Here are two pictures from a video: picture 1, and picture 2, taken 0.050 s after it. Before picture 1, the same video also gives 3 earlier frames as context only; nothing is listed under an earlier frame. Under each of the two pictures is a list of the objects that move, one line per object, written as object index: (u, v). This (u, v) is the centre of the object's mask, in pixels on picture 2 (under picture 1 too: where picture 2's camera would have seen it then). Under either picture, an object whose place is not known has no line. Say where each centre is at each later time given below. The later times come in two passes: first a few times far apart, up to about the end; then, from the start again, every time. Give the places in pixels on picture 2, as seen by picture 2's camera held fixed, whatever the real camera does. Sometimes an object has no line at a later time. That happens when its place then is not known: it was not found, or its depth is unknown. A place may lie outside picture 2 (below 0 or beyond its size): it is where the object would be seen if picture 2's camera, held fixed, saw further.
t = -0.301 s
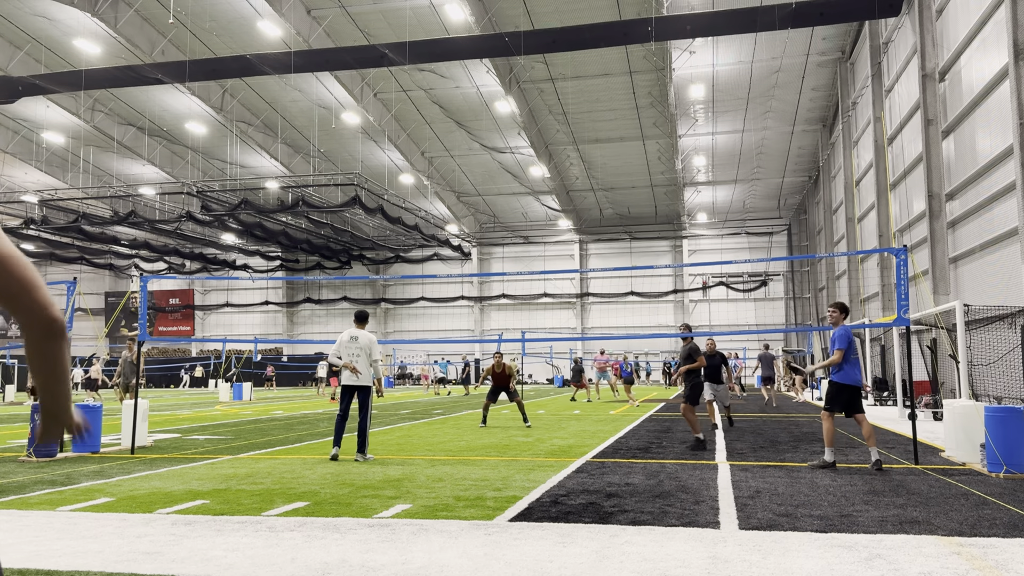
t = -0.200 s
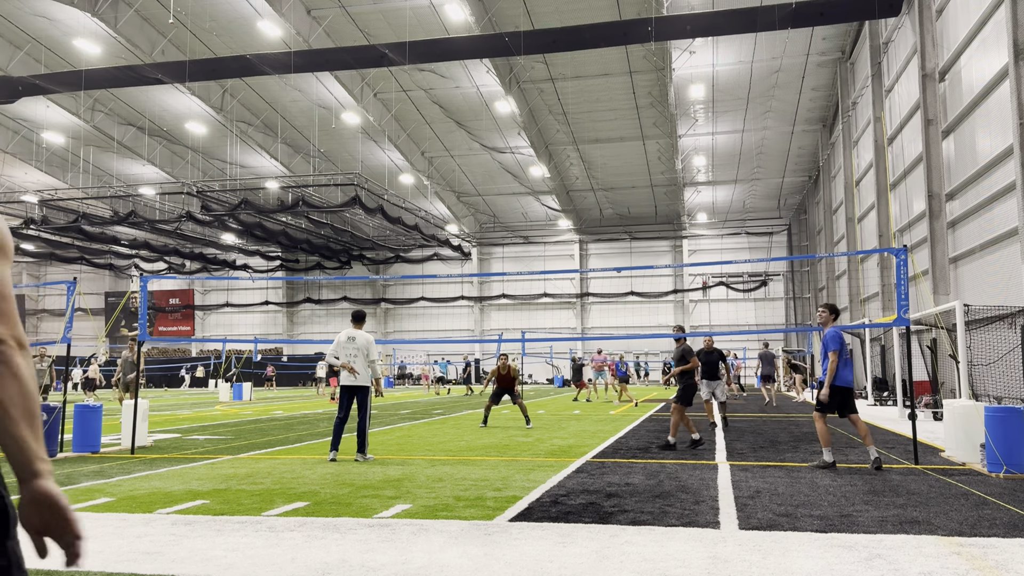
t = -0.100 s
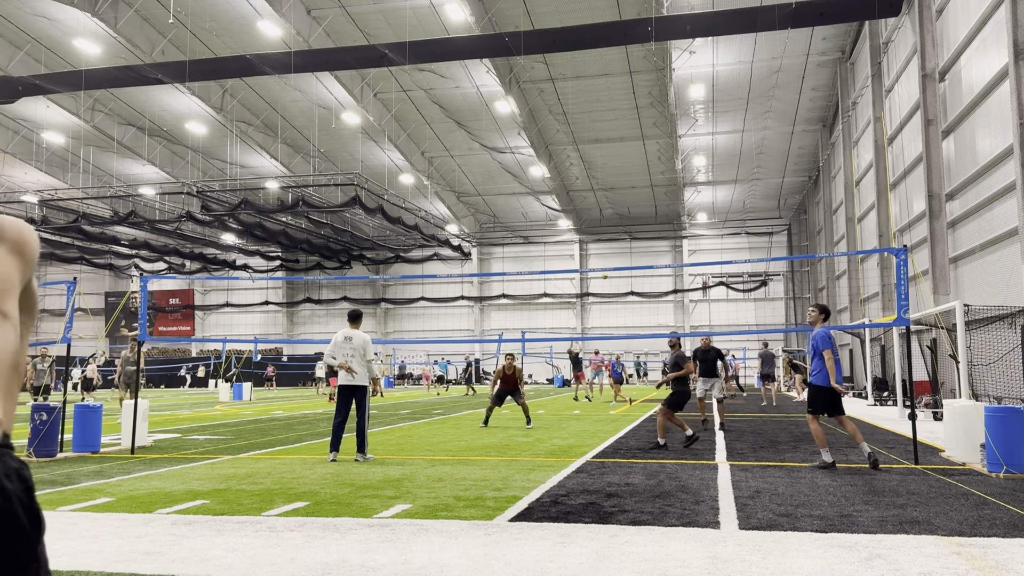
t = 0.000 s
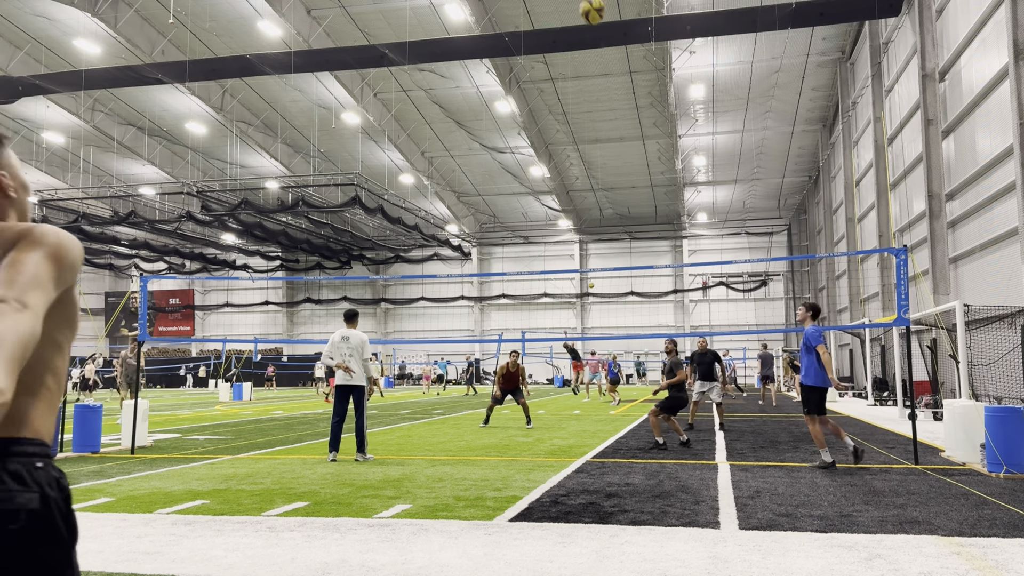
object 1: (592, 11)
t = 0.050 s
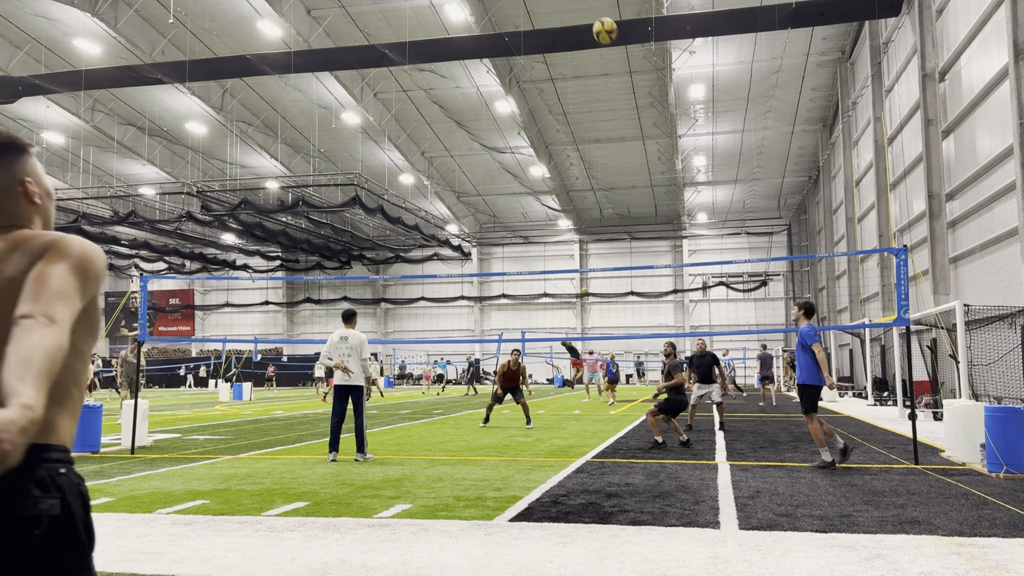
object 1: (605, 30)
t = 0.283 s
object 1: (649, 124)
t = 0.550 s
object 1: (680, 238)
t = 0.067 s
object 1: (609, 37)
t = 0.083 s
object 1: (612, 43)
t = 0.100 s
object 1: (616, 50)
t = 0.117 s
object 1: (620, 57)
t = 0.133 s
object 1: (623, 64)
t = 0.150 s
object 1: (626, 70)
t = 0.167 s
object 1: (629, 77)
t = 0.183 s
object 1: (632, 84)
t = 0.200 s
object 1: (635, 91)
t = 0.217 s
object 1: (638, 97)
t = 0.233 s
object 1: (641, 104)
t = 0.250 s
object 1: (644, 111)
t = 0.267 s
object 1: (646, 118)
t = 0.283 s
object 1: (649, 124)
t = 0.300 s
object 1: (651, 131)
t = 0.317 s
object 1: (653, 138)
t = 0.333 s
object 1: (656, 145)
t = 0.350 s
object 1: (658, 152)
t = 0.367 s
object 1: (660, 159)
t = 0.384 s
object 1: (662, 166)
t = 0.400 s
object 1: (664, 173)
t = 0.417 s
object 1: (666, 180)
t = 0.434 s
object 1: (668, 187)
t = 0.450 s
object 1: (670, 195)
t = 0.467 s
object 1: (672, 202)
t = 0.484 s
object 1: (674, 209)
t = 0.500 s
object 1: (675, 216)
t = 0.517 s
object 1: (677, 223)
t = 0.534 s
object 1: (678, 230)
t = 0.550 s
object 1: (680, 238)
